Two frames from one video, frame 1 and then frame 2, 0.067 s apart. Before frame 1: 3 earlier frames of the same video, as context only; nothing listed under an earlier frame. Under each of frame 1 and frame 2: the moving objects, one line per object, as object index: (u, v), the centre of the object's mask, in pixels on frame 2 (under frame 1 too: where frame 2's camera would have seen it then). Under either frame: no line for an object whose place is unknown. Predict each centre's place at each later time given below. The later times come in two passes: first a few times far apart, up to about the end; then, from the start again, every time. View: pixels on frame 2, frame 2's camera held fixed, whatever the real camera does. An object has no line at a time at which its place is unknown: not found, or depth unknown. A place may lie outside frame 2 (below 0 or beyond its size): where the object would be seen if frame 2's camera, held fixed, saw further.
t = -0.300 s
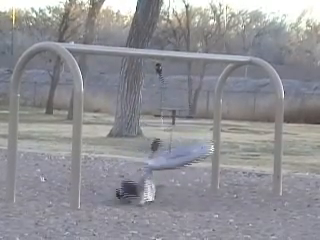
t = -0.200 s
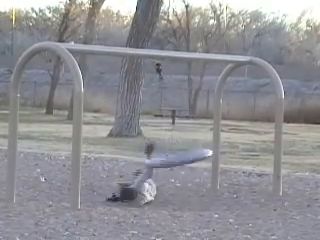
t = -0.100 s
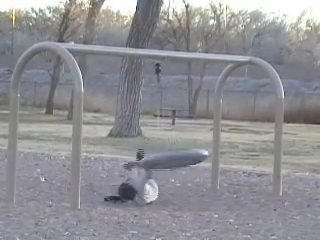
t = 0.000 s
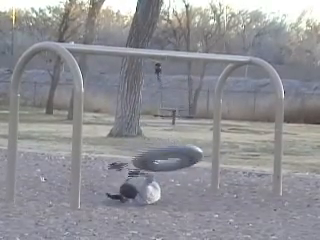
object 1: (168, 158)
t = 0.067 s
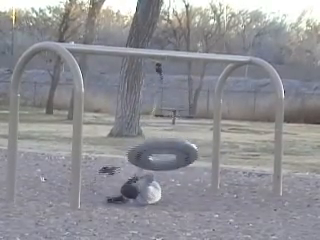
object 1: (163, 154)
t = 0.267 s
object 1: (146, 144)
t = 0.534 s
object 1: (128, 141)
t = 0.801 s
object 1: (122, 152)
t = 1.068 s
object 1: (133, 160)
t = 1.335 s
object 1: (158, 151)
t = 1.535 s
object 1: (176, 141)
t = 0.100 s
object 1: (160, 153)
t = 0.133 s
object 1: (157, 151)
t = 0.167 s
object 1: (154, 150)
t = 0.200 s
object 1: (152, 147)
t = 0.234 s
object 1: (149, 145)
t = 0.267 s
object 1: (146, 144)
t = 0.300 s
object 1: (144, 142)
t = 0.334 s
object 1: (141, 141)
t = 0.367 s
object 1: (139, 140)
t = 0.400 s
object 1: (136, 140)
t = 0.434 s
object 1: (134, 139)
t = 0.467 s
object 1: (132, 140)
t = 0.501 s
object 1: (130, 140)
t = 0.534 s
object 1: (128, 141)
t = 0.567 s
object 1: (126, 141)
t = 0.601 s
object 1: (125, 142)
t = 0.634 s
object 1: (124, 144)
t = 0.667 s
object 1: (123, 145)
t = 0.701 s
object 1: (122, 147)
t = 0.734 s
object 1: (122, 148)
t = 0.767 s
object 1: (122, 150)
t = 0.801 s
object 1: (122, 152)
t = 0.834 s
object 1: (122, 153)
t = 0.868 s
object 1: (122, 153)
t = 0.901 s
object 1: (123, 156)
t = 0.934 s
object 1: (124, 157)
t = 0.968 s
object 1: (126, 158)
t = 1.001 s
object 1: (127, 159)
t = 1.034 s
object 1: (130, 159)
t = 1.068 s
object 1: (133, 160)
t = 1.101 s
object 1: (136, 160)
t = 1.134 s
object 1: (139, 159)
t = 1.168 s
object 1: (142, 158)
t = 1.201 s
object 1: (145, 157)
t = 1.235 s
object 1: (148, 156)
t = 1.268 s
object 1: (151, 154)
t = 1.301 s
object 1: (154, 153)
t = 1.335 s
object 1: (158, 151)
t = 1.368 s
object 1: (161, 149)
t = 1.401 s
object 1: (164, 147)
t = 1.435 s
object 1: (167, 146)
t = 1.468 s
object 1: (170, 145)
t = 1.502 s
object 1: (173, 143)
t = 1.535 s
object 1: (176, 141)
